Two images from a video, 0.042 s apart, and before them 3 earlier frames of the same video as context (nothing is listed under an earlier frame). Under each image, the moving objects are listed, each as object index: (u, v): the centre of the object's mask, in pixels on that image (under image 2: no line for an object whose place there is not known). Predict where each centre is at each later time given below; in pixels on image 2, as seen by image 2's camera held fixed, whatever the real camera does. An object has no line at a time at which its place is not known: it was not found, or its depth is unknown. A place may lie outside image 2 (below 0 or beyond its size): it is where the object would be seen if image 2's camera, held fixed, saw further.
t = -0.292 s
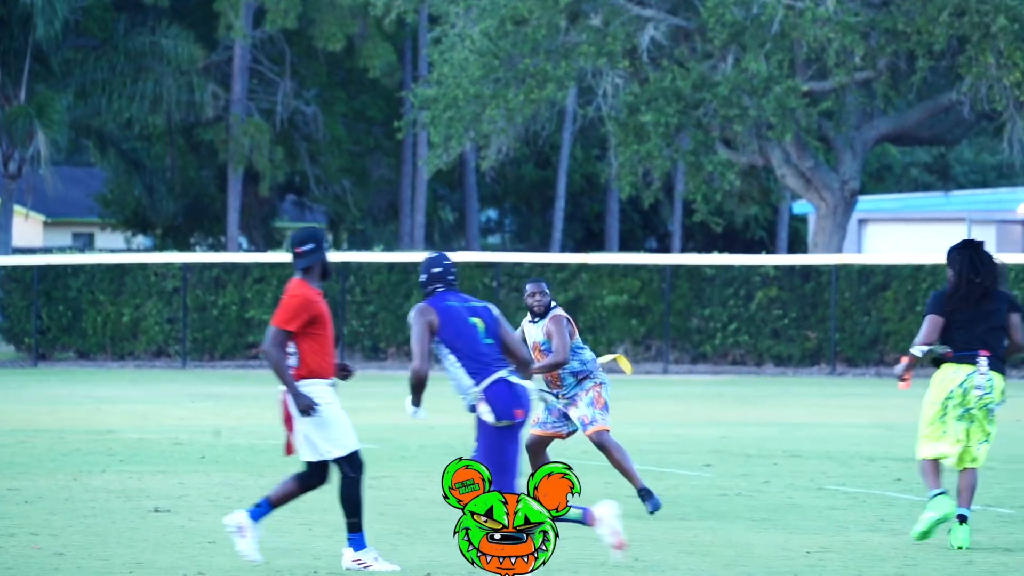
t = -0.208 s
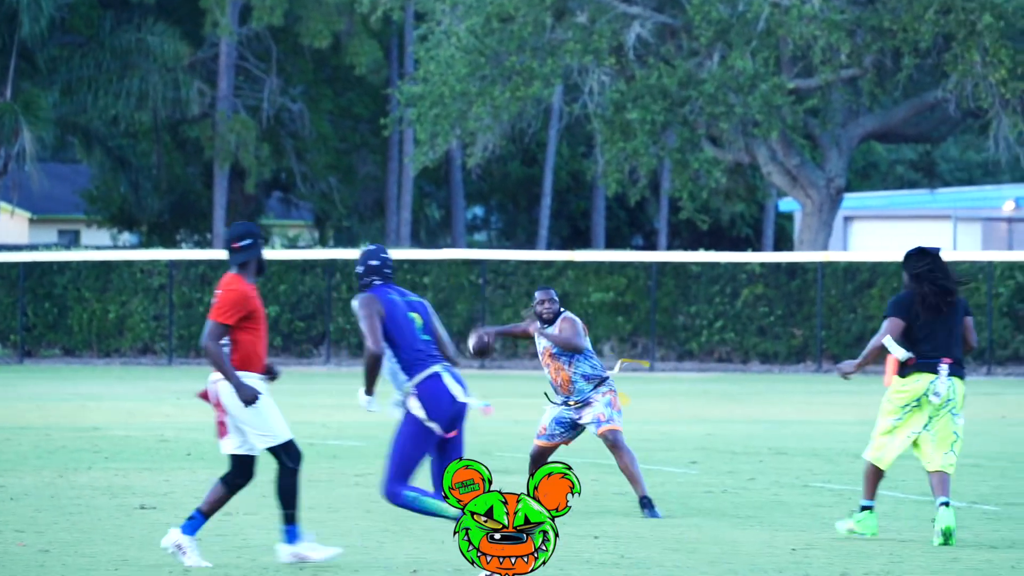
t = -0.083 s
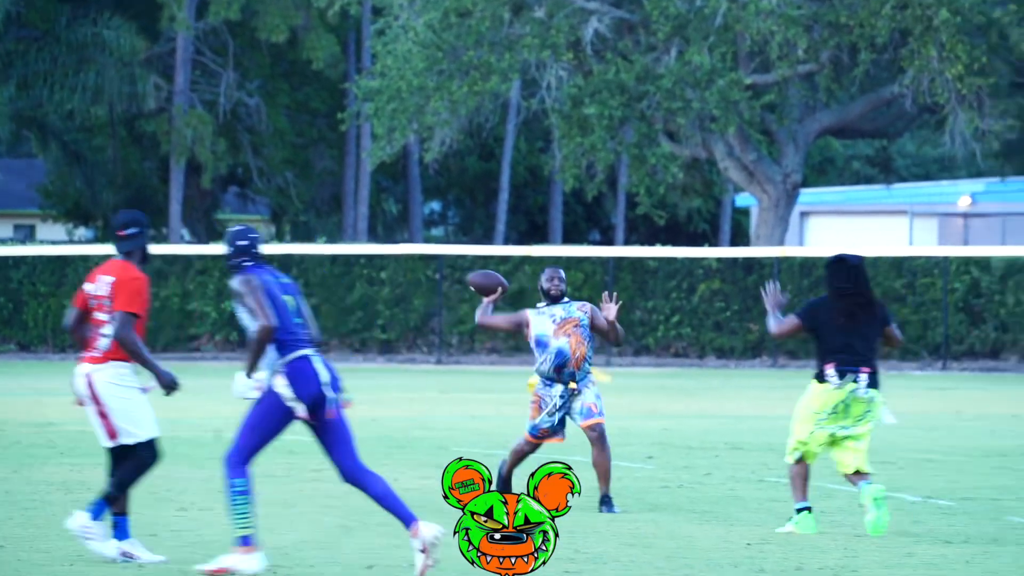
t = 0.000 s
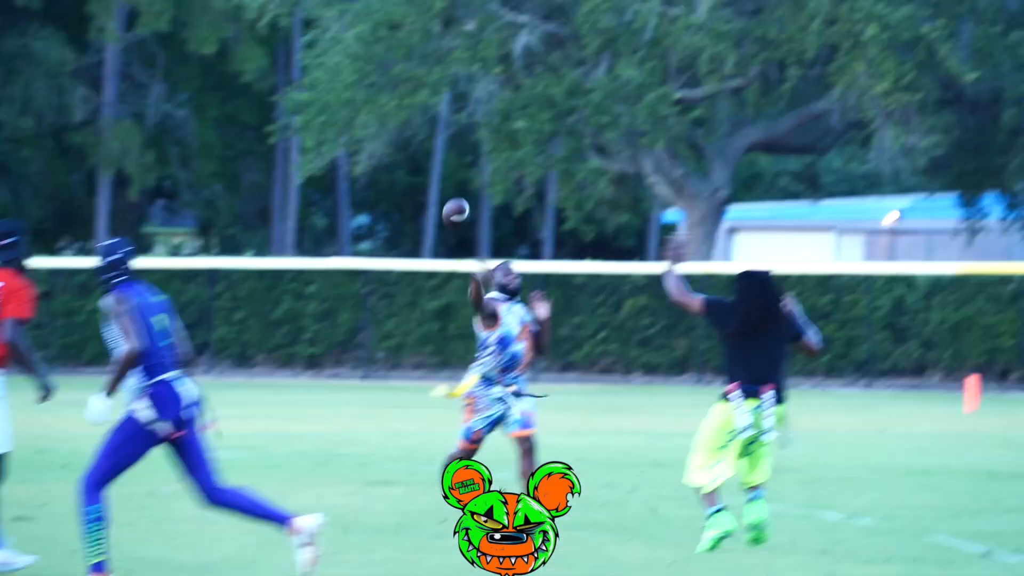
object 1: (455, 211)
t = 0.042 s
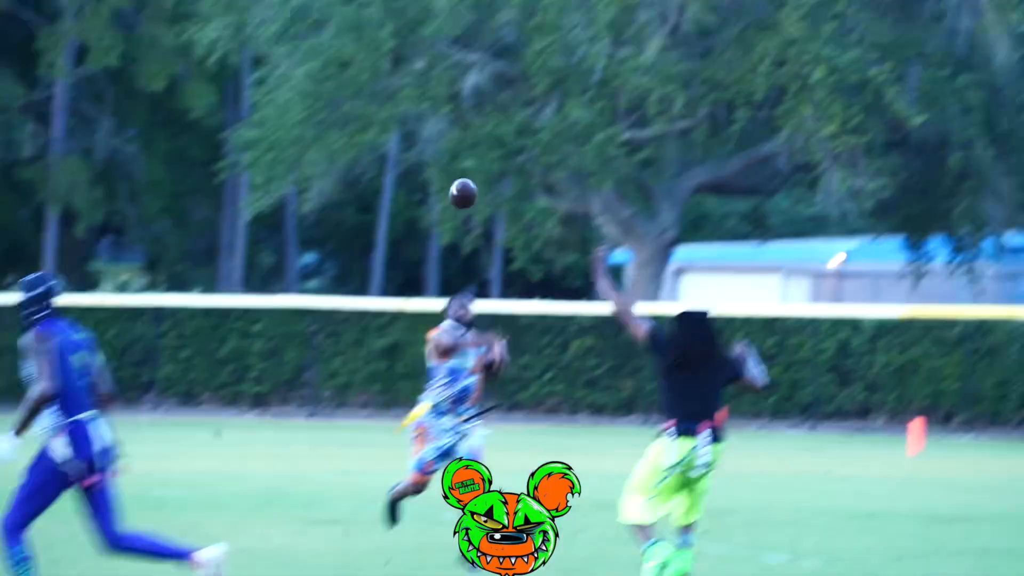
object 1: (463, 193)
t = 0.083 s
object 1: (521, 133)
